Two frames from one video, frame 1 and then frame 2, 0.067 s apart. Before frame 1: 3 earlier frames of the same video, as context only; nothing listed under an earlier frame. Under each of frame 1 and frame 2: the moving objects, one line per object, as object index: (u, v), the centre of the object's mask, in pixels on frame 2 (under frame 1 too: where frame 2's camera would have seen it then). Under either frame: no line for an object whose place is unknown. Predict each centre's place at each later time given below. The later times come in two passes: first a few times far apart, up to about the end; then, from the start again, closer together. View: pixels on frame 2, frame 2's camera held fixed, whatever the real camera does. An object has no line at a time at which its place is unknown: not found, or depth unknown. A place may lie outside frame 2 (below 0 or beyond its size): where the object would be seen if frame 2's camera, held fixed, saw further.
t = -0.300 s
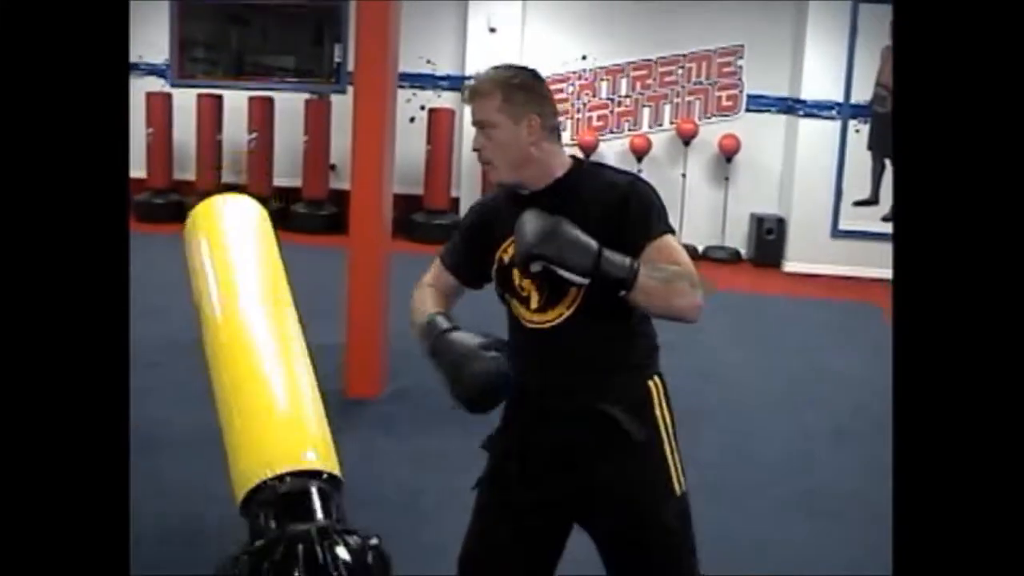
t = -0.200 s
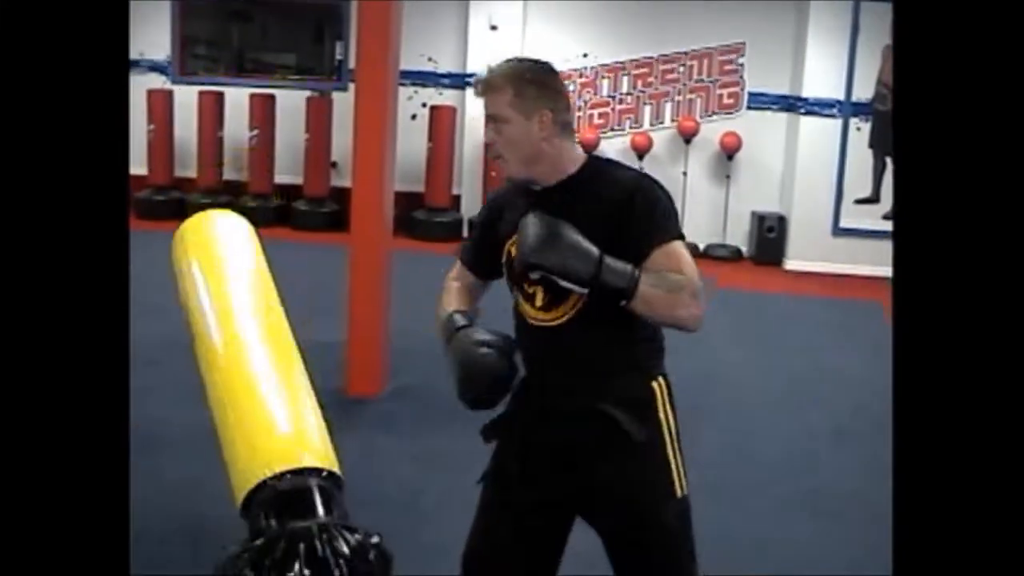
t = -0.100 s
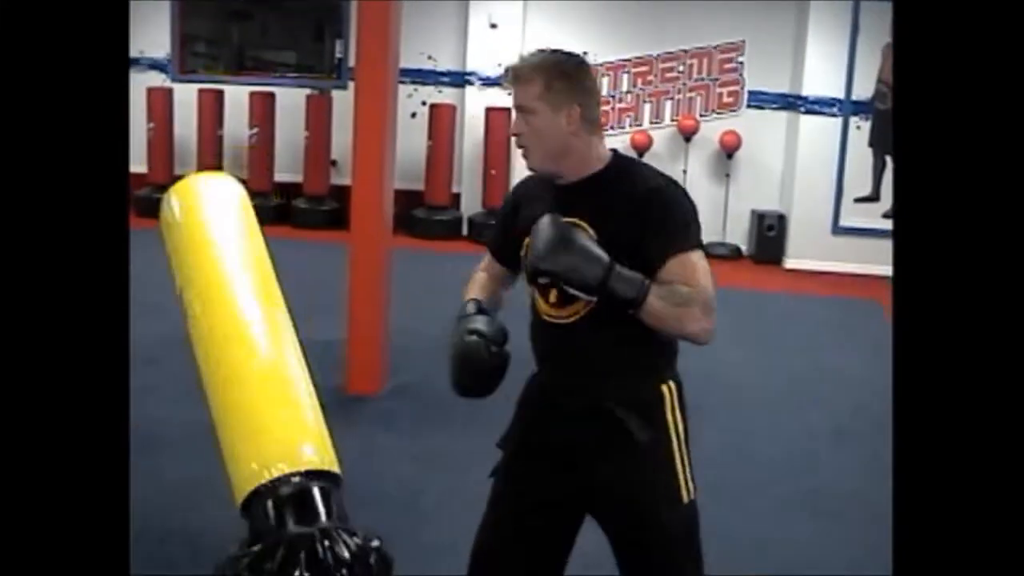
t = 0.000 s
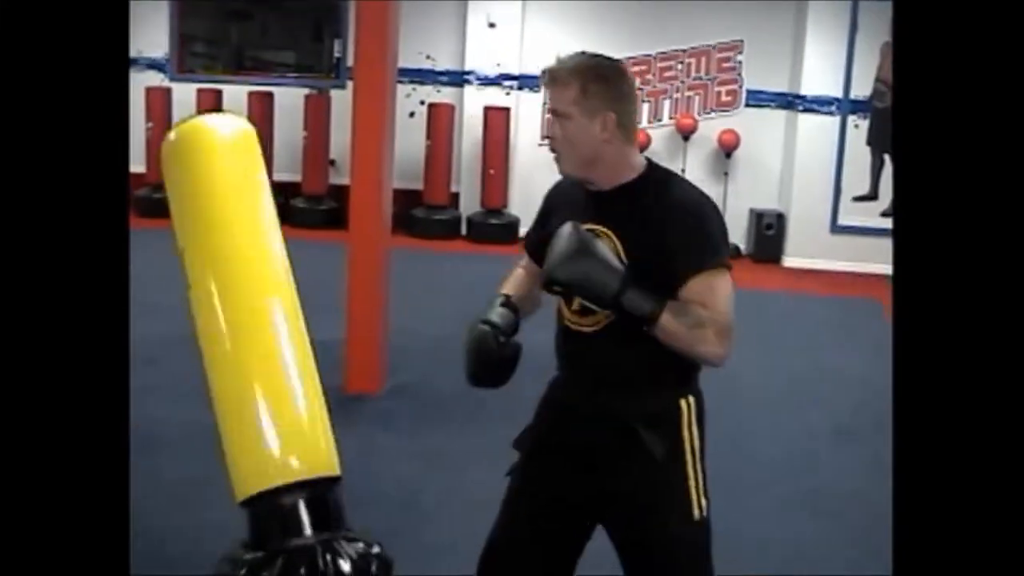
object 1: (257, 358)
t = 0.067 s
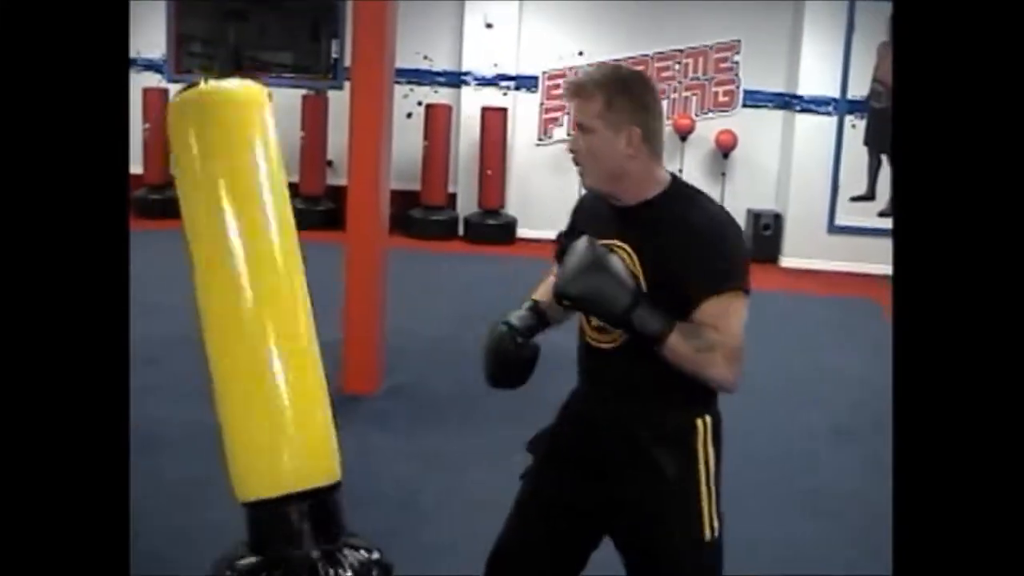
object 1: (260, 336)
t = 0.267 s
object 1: (284, 308)
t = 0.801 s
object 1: (288, 300)
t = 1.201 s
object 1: (257, 327)
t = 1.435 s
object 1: (256, 314)
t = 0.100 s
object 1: (262, 325)
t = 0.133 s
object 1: (264, 317)
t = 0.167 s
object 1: (269, 311)
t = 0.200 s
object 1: (273, 308)
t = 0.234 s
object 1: (279, 306)
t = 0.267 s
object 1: (284, 308)
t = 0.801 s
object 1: (288, 300)
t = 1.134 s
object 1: (260, 325)
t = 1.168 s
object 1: (258, 326)
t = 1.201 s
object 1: (257, 327)
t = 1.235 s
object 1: (255, 327)
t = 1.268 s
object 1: (254, 326)
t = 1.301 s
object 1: (254, 324)
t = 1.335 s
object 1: (254, 322)
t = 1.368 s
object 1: (254, 319)
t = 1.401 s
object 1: (255, 316)
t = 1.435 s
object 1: (256, 314)
